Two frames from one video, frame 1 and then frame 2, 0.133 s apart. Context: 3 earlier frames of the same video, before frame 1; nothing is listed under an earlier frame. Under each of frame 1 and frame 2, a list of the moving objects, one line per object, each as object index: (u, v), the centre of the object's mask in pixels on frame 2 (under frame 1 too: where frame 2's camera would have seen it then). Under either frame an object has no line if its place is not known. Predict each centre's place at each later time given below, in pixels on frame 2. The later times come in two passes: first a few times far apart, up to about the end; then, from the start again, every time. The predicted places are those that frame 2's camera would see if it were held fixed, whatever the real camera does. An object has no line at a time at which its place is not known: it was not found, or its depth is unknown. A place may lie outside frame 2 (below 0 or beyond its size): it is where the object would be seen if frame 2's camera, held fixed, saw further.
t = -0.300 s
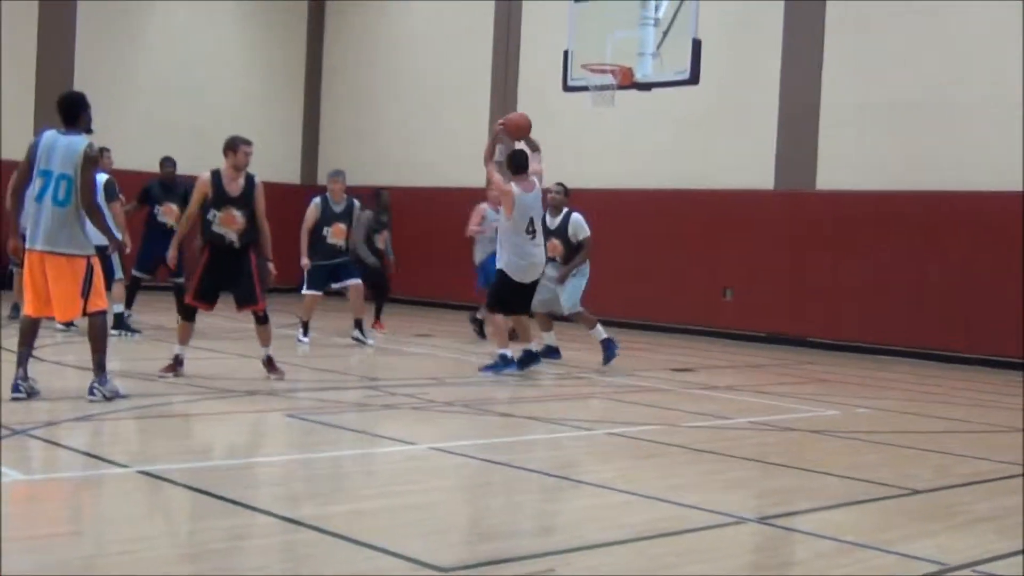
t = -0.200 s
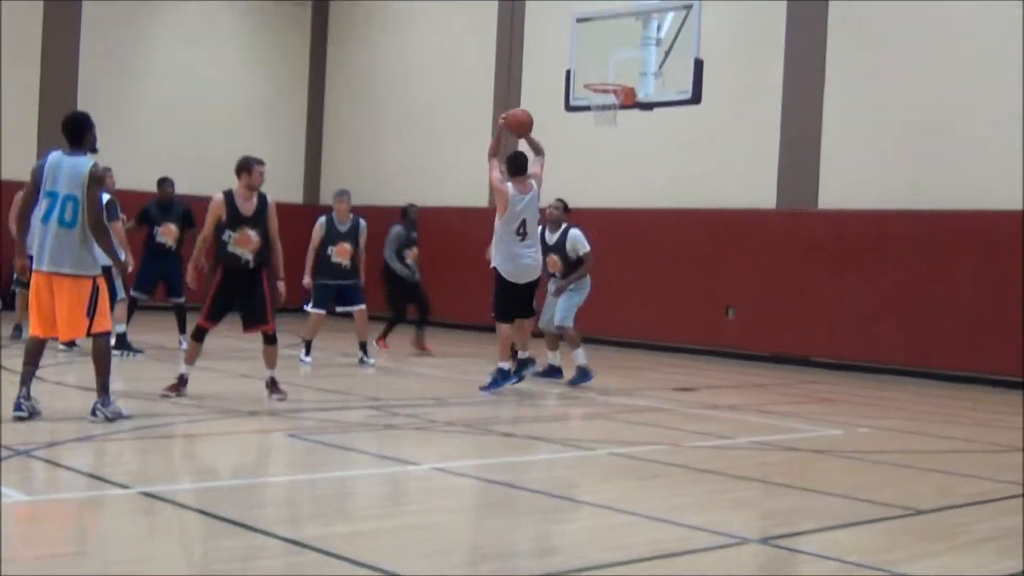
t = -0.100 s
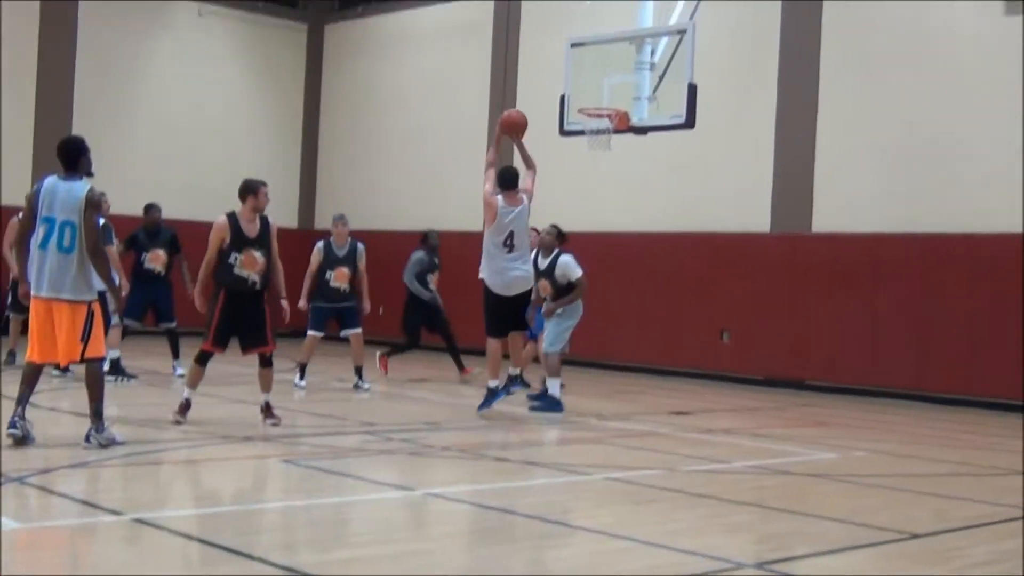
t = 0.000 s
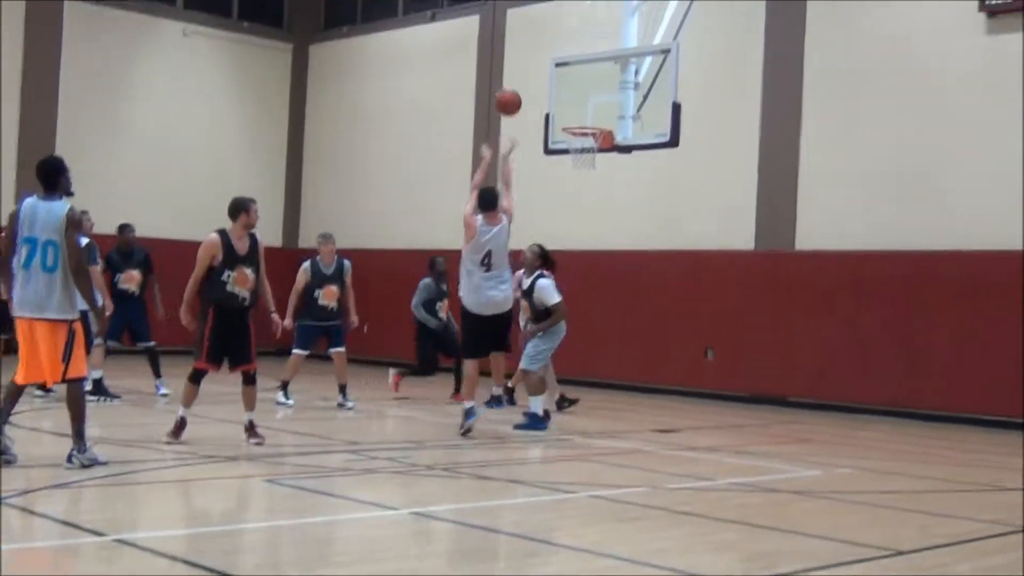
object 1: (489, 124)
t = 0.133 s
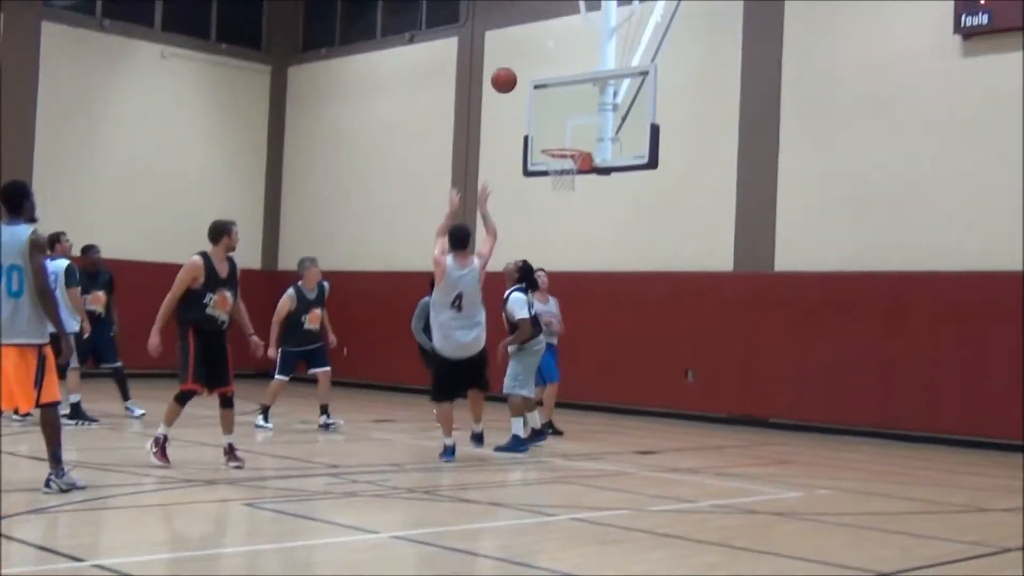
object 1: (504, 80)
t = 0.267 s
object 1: (518, 60)
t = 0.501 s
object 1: (537, 66)
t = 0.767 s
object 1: (552, 130)
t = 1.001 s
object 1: (565, 179)
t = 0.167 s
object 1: (507, 73)
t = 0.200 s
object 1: (511, 68)
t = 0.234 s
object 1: (514, 63)
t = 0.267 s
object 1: (518, 60)
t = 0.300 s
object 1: (521, 57)
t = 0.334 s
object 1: (524, 56)
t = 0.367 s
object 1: (526, 56)
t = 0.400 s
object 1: (529, 57)
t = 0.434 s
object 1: (532, 59)
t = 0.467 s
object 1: (535, 62)
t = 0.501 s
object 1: (537, 66)
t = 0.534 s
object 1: (539, 71)
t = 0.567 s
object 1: (541, 78)
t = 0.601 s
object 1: (543, 85)
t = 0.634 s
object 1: (545, 93)
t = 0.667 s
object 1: (547, 101)
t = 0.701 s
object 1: (549, 109)
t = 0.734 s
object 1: (551, 119)
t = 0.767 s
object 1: (552, 130)
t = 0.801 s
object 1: (555, 140)
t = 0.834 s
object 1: (557, 151)
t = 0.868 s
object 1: (559, 162)
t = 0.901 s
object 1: (561, 171)
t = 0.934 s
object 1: (563, 174)
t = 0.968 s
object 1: (564, 176)
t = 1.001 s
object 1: (565, 179)
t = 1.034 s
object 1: (566, 185)
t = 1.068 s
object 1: (567, 191)
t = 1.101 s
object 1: (567, 205)
